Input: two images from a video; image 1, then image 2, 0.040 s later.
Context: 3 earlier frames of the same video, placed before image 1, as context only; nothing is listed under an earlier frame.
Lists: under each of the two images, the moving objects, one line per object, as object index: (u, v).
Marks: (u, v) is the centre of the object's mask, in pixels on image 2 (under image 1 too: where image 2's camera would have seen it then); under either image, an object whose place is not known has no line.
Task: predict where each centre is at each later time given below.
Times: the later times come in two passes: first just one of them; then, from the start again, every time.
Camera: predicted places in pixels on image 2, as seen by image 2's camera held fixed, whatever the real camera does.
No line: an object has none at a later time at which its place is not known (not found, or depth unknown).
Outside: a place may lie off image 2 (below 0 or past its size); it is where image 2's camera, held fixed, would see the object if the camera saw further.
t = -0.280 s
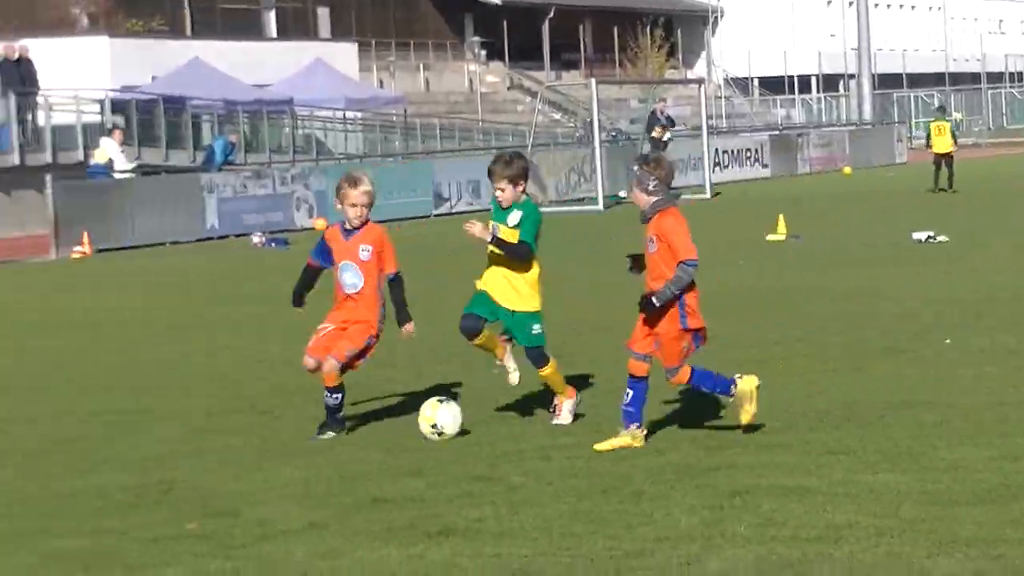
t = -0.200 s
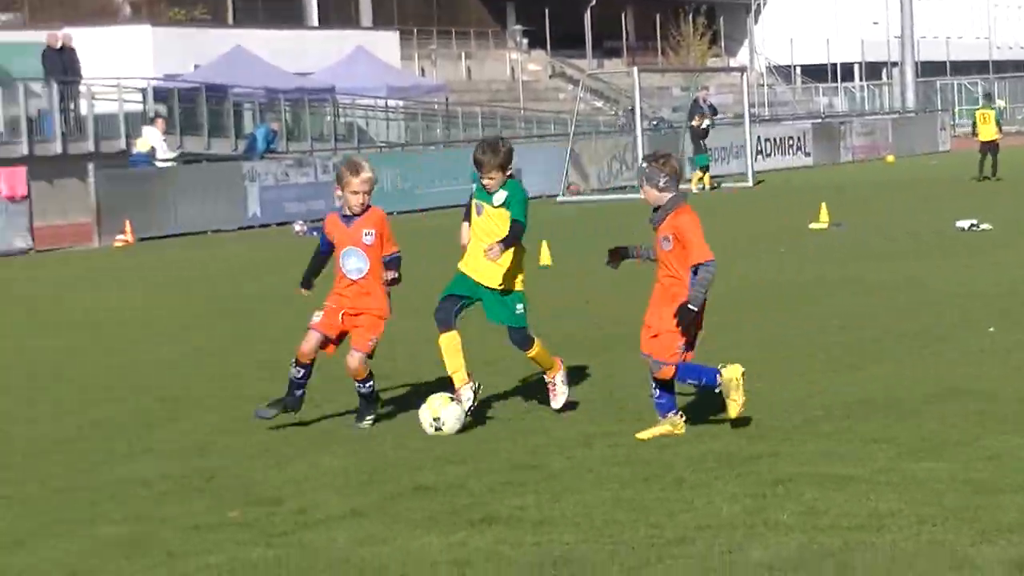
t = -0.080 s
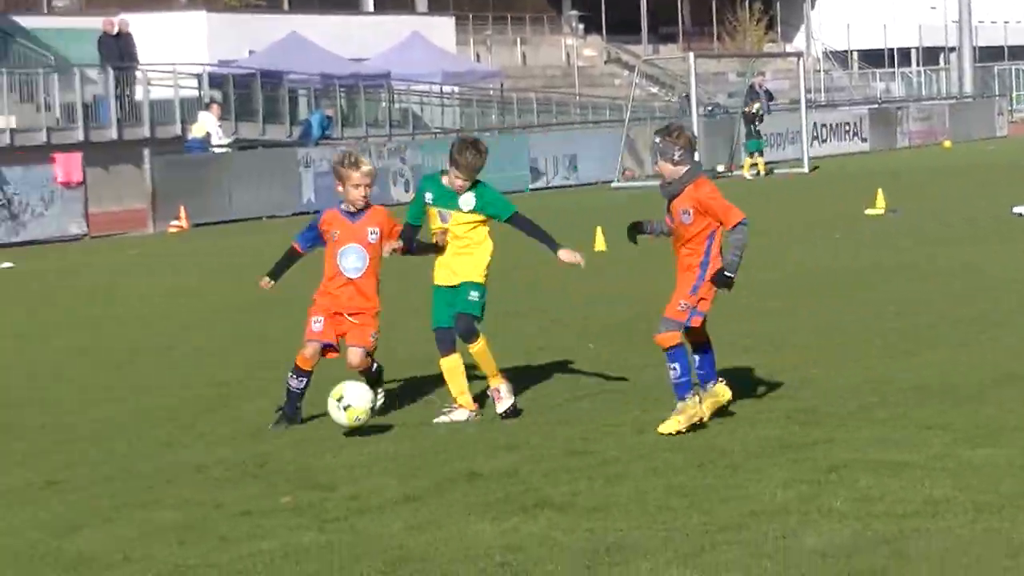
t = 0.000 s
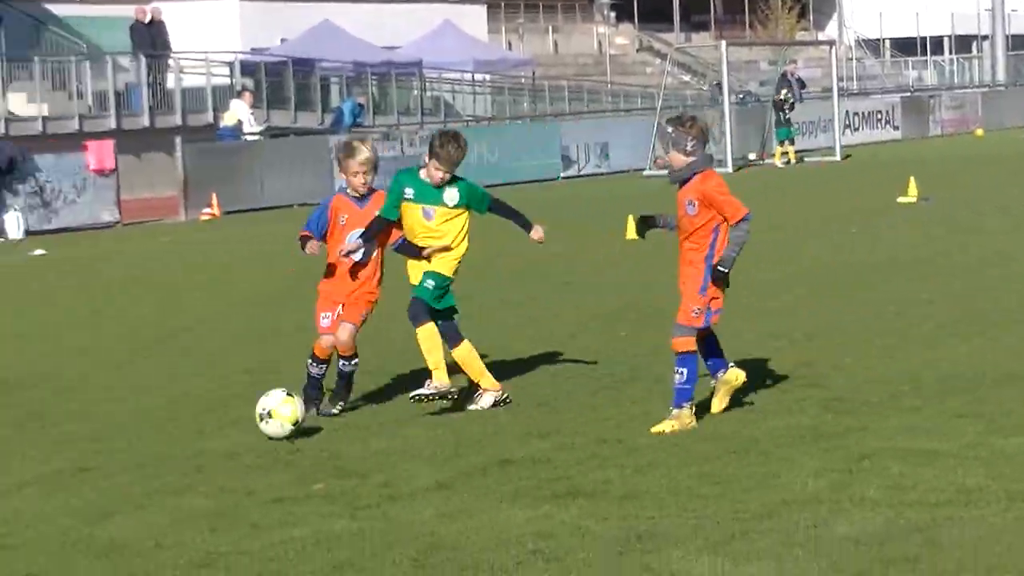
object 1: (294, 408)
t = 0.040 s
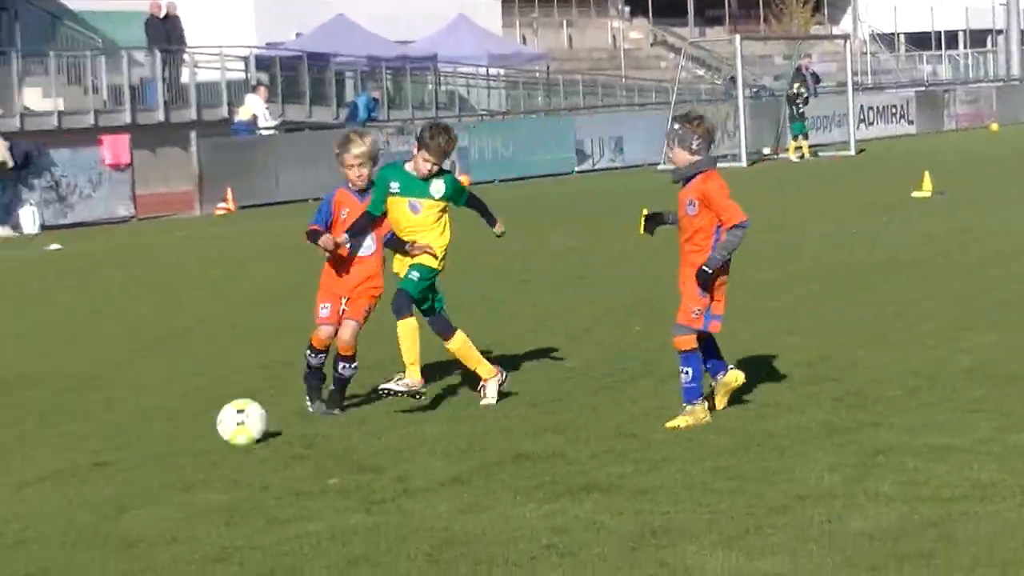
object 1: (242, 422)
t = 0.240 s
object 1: (8, 454)
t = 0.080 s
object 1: (197, 424)
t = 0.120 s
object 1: (150, 426)
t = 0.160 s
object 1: (103, 433)
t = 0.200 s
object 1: (55, 444)
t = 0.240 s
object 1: (8, 454)
